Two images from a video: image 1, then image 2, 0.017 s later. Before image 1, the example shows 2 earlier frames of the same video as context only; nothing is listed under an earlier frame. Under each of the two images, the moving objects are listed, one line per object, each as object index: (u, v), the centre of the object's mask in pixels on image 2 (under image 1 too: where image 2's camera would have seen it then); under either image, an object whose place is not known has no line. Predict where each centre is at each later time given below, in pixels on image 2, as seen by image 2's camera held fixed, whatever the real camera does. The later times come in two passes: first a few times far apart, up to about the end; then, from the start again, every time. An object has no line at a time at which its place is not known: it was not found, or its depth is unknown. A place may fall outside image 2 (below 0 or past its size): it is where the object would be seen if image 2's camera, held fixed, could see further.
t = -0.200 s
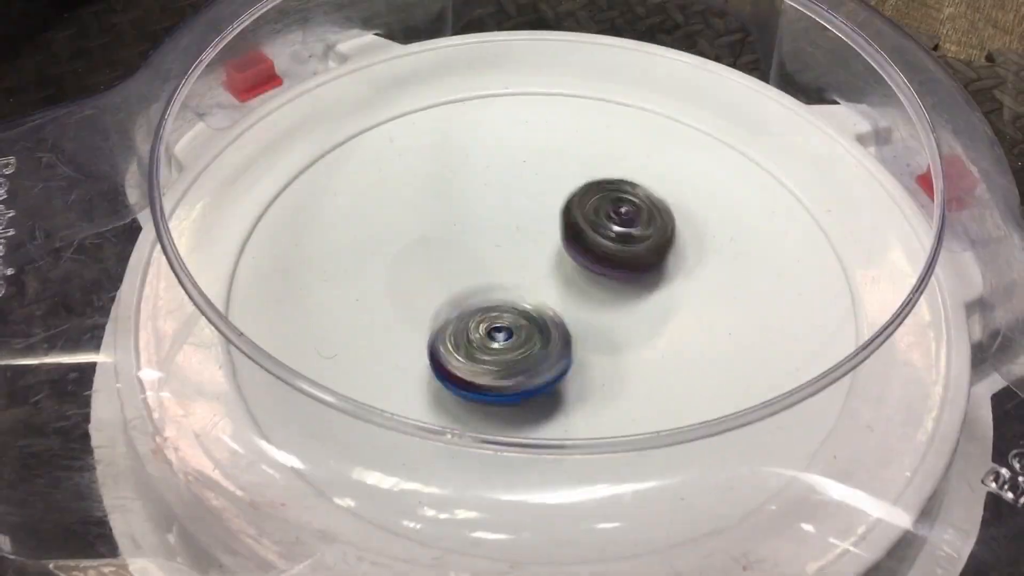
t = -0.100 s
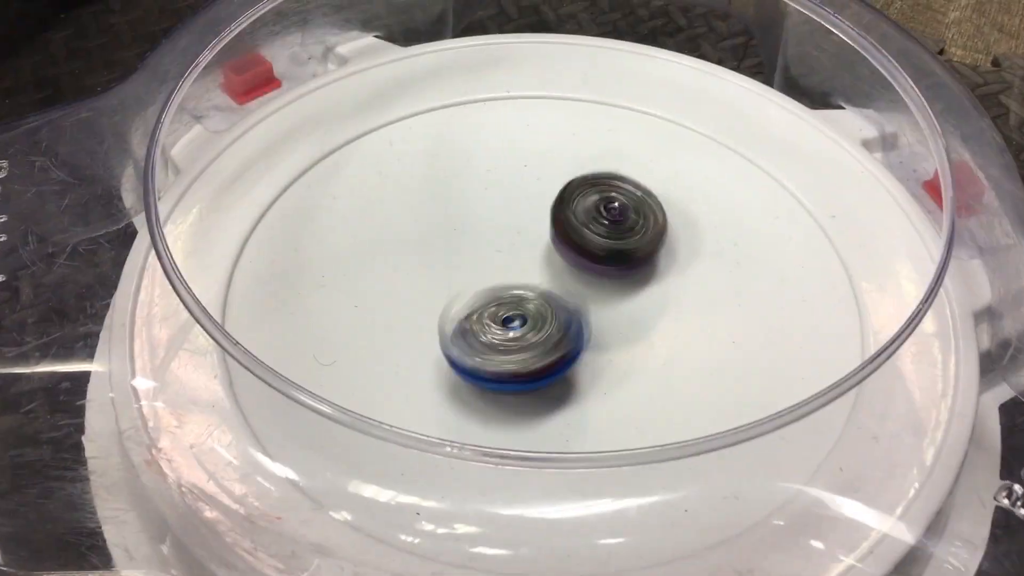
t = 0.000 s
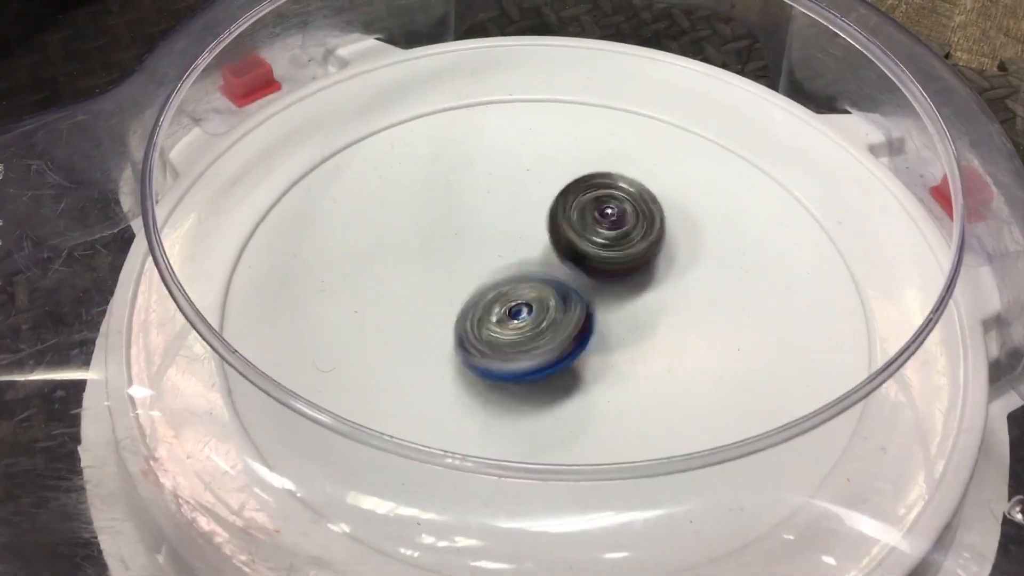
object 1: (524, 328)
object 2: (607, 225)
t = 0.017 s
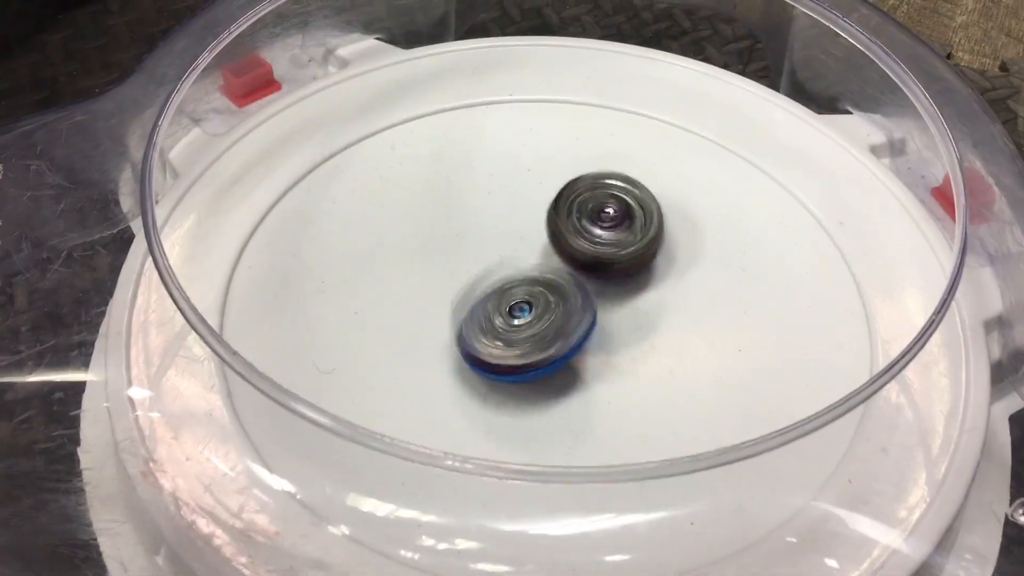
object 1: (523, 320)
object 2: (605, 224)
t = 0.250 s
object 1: (503, 294)
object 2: (598, 222)
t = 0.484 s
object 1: (489, 317)
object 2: (590, 225)
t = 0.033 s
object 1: (524, 320)
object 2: (604, 222)
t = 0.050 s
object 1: (523, 315)
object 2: (603, 223)
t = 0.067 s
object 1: (521, 313)
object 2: (602, 222)
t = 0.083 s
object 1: (524, 308)
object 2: (602, 222)
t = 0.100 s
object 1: (519, 306)
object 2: (600, 221)
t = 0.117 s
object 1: (519, 305)
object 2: (601, 220)
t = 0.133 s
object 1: (517, 300)
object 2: (599, 221)
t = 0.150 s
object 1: (514, 300)
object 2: (599, 221)
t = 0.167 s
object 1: (514, 297)
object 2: (601, 219)
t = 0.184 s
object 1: (508, 296)
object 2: (599, 222)
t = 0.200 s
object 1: (508, 298)
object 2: (600, 221)
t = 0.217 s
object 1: (506, 294)
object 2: (598, 224)
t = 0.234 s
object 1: (504, 295)
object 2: (597, 224)
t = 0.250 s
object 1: (503, 294)
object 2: (598, 222)
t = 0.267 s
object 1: (495, 296)
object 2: (600, 222)
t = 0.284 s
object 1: (491, 302)
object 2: (602, 219)
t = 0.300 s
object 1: (489, 302)
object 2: (602, 220)
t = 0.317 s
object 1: (485, 304)
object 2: (603, 219)
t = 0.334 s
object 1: (486, 306)
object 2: (603, 220)
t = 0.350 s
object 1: (484, 305)
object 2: (602, 220)
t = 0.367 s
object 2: (601, 221)
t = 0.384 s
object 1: (486, 308)
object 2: (598, 222)
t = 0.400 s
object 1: (484, 309)
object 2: (598, 222)
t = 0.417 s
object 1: (486, 312)
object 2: (596, 223)
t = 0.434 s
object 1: (486, 311)
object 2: (594, 224)
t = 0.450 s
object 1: (486, 314)
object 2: (592, 225)
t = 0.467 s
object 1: (489, 317)
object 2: (592, 224)
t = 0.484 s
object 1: (489, 317)
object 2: (590, 225)
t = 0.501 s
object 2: (589, 226)
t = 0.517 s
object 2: (587, 227)
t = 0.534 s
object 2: (586, 227)
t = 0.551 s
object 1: (502, 323)
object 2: (584, 228)
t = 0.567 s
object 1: (505, 321)
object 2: (582, 229)
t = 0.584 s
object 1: (510, 319)
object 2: (580, 229)
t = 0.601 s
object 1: (514, 321)
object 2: (577, 230)
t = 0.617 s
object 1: (514, 317)
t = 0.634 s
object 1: (519, 317)
